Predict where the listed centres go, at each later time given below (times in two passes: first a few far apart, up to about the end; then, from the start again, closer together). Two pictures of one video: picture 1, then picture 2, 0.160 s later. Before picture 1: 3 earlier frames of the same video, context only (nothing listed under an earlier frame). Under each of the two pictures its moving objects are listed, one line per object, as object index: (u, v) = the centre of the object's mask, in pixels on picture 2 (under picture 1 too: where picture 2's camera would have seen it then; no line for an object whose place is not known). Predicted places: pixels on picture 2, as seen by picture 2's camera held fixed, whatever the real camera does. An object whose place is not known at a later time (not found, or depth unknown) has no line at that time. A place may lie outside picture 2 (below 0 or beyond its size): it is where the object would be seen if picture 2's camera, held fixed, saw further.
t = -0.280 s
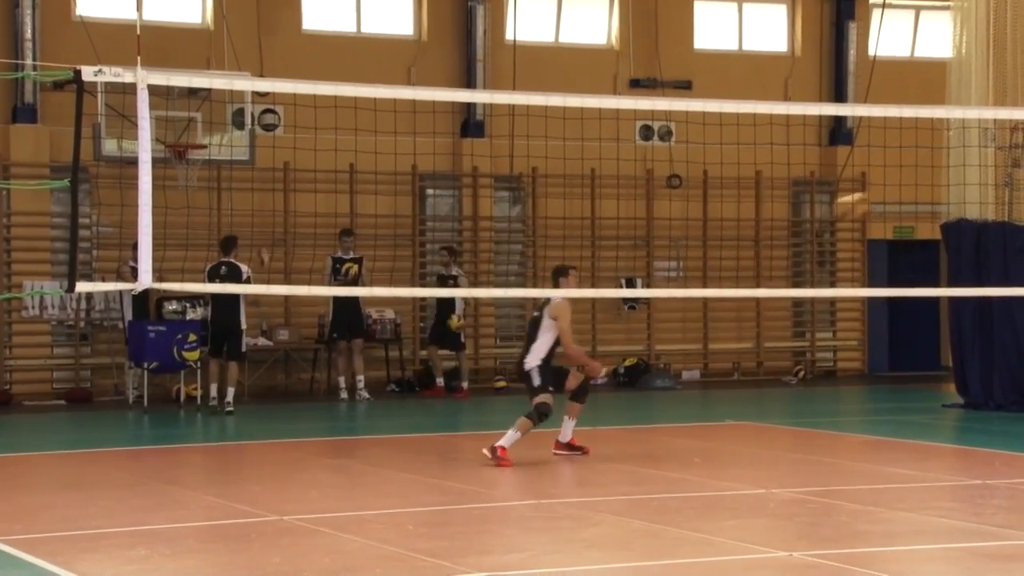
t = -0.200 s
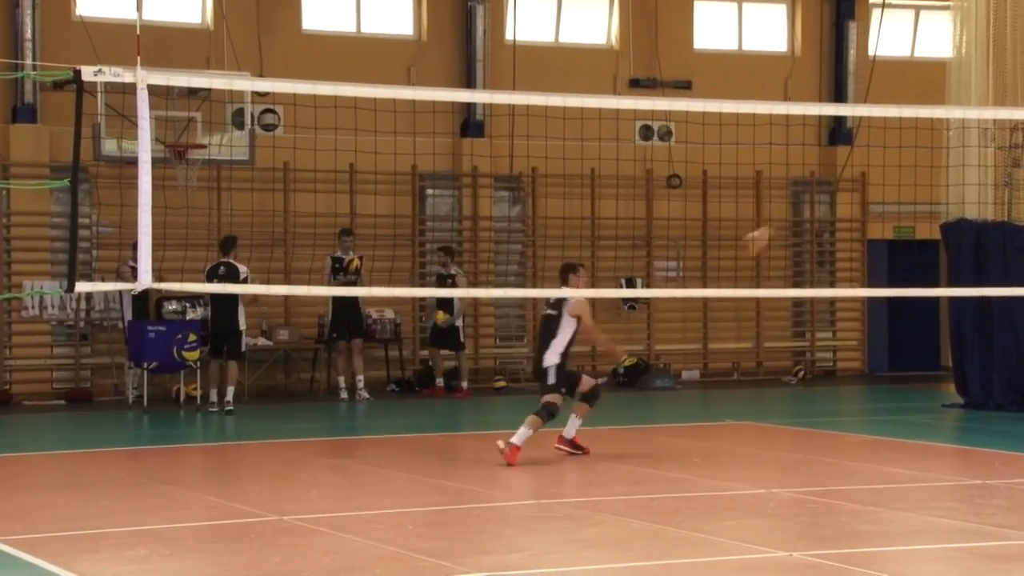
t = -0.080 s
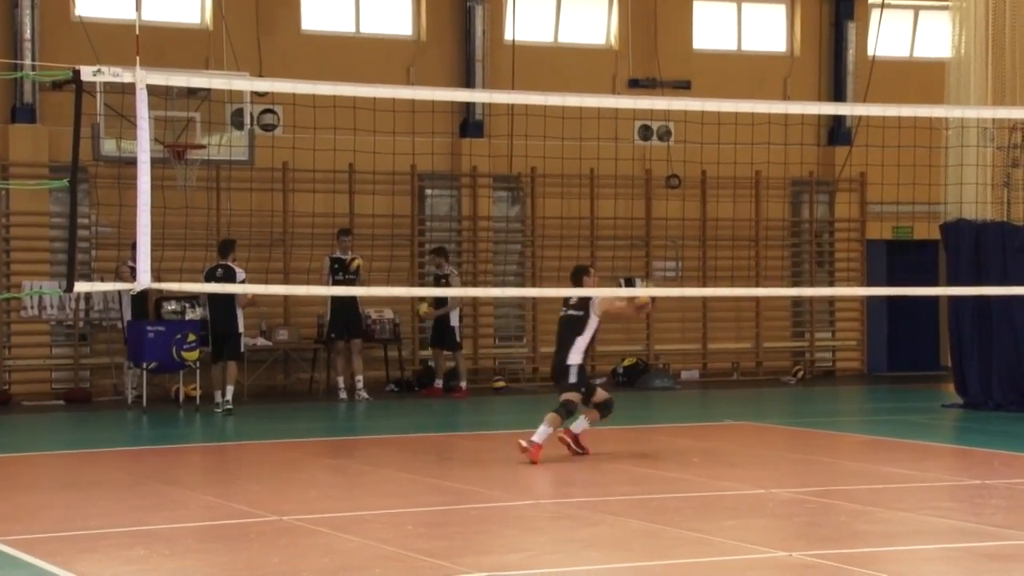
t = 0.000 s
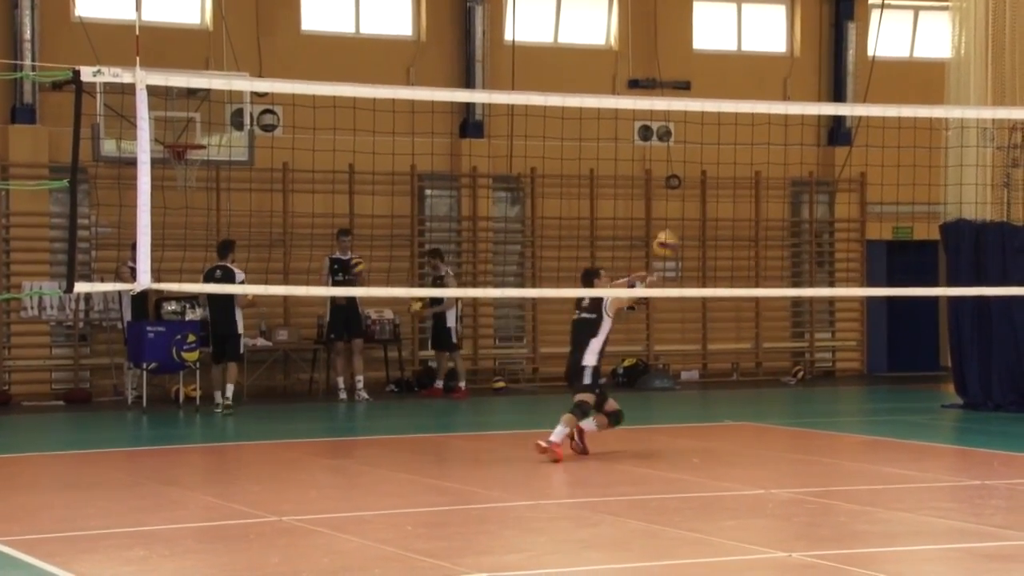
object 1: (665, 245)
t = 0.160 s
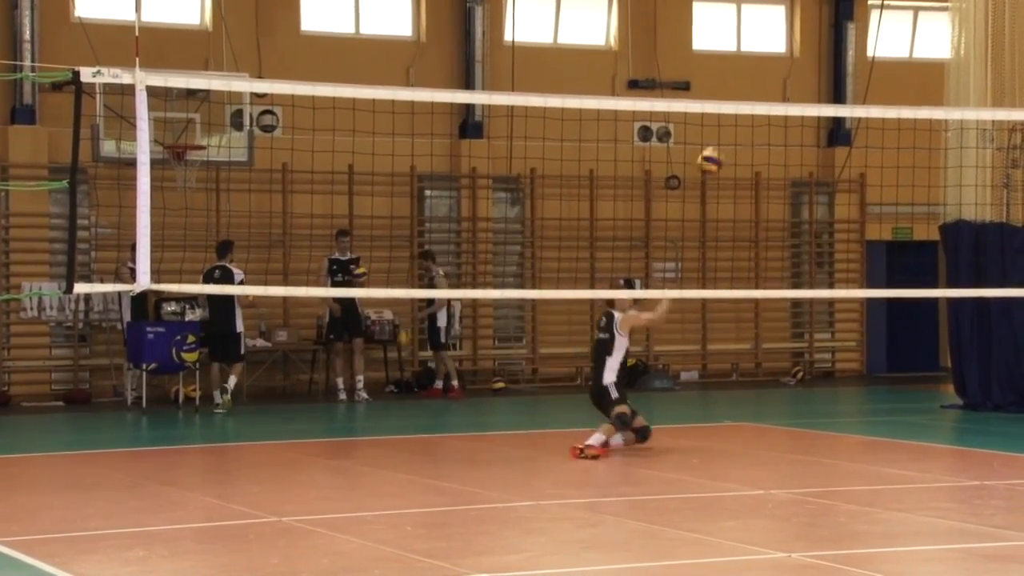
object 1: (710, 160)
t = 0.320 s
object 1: (756, 96)
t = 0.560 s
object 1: (829, 72)
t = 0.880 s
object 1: (934, 144)
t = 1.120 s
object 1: (1014, 302)
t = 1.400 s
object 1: (1096, 425)
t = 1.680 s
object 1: (1148, 289)
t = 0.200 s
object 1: (722, 144)
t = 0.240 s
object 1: (733, 129)
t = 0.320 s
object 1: (756, 96)
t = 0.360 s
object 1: (769, 92)
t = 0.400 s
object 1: (781, 86)
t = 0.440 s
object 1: (792, 79)
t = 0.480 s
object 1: (805, 75)
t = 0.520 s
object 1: (818, 72)
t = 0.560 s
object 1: (829, 72)
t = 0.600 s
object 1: (842, 74)
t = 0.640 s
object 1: (855, 78)
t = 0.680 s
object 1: (868, 83)
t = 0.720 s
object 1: (881, 89)
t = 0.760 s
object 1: (894, 95)
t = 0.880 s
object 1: (934, 144)
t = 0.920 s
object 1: (947, 163)
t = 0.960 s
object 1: (959, 186)
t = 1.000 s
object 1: (970, 209)
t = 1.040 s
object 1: (986, 238)
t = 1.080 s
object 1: (1000, 266)
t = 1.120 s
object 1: (1014, 302)
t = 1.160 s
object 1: (1027, 333)
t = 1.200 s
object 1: (1041, 372)
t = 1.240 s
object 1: (1055, 411)
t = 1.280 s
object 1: (1071, 455)
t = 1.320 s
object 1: (1084, 479)
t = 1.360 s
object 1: (1090, 450)
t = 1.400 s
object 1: (1096, 425)
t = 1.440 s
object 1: (1102, 401)
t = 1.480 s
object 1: (1109, 378)
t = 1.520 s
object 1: (1116, 356)
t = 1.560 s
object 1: (1124, 337)
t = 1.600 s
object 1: (1132, 319)
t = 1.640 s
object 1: (1140, 306)
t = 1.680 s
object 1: (1148, 289)
